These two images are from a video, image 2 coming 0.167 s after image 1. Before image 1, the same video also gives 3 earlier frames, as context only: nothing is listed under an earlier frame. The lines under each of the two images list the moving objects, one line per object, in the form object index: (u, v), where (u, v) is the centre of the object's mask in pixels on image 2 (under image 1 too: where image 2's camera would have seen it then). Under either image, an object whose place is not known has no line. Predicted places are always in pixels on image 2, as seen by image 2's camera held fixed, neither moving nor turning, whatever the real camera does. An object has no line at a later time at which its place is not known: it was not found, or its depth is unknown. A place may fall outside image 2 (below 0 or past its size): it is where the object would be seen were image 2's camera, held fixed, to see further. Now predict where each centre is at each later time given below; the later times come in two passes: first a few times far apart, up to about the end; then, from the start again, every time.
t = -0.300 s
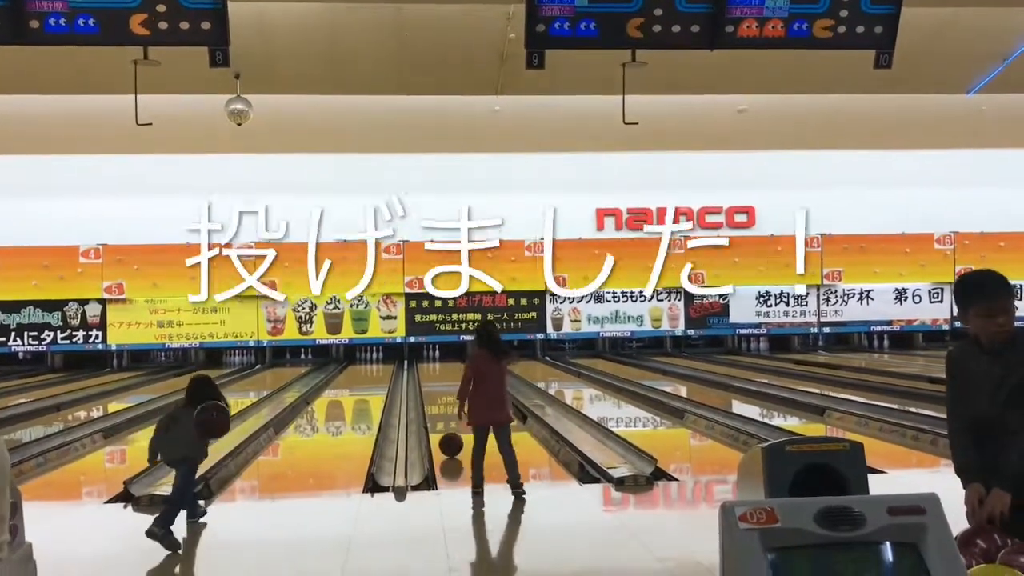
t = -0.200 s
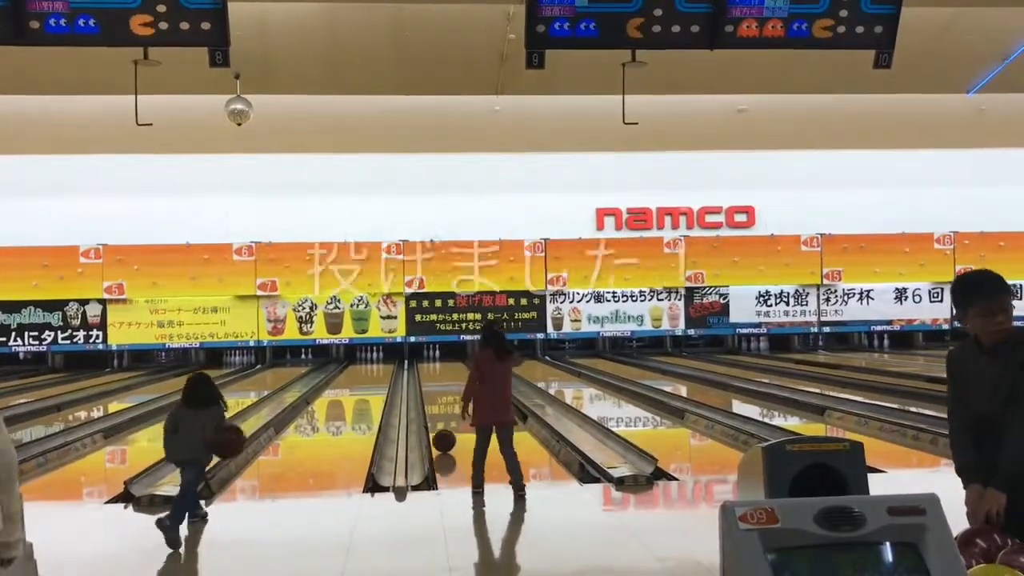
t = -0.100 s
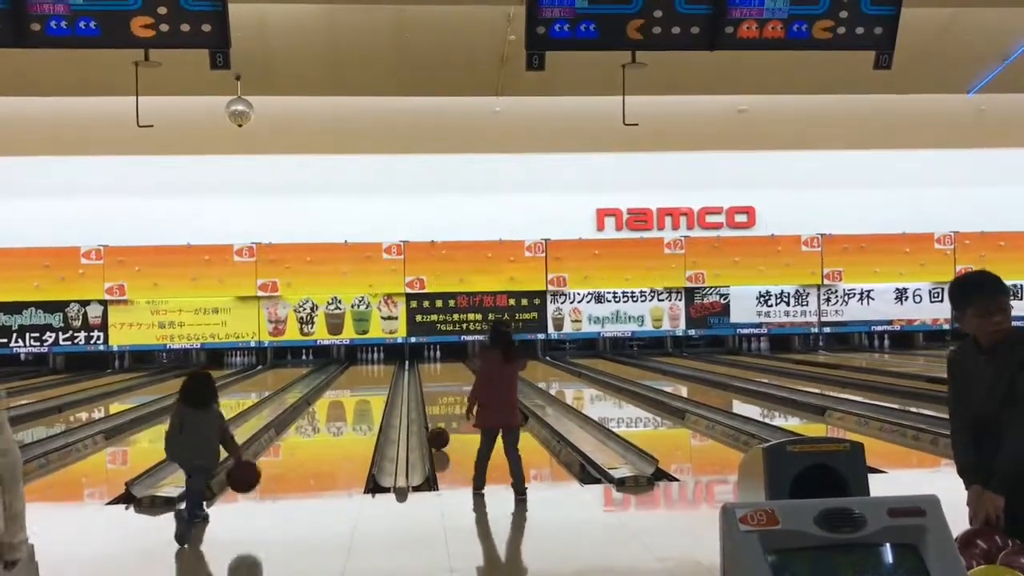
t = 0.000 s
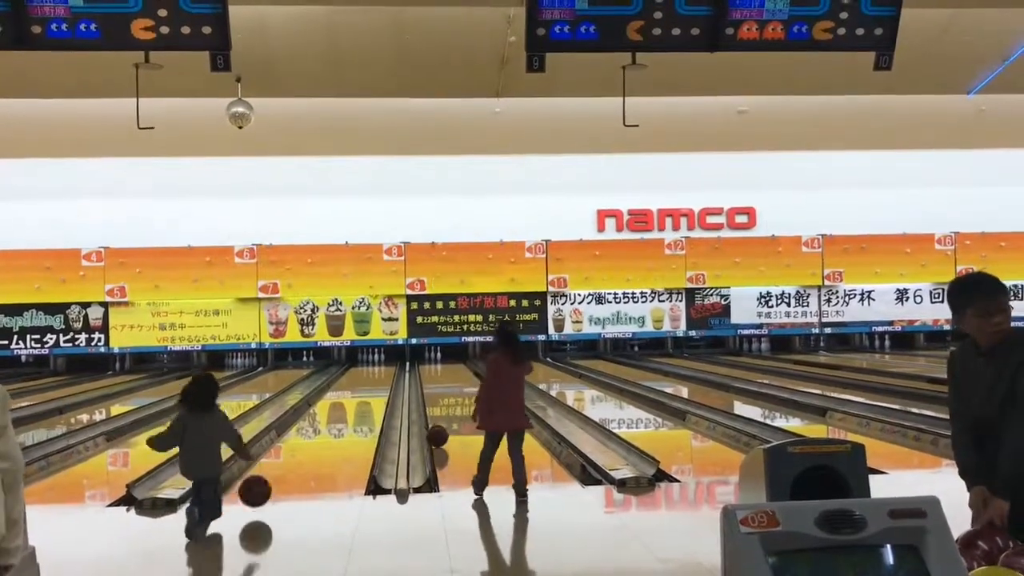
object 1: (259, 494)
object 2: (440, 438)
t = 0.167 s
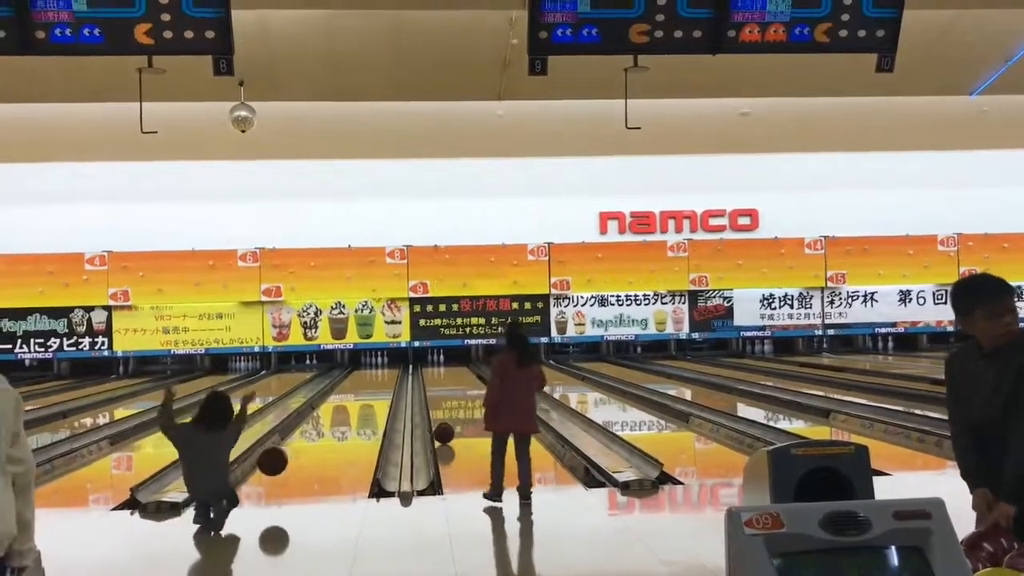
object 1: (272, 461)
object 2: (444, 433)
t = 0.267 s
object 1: (280, 461)
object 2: (445, 430)
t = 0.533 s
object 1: (297, 455)
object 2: (450, 423)
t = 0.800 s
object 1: (310, 446)
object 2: (455, 417)
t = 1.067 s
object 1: (321, 434)
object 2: (458, 413)
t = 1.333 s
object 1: (330, 425)
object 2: (462, 407)
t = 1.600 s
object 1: (338, 417)
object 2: (465, 404)
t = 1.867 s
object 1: (344, 410)
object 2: (468, 400)
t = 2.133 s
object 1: (350, 404)
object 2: (470, 396)
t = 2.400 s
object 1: (355, 399)
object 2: (473, 393)
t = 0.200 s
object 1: (275, 460)
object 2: (444, 432)
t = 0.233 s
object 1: (278, 460)
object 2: (445, 431)
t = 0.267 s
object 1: (280, 461)
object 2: (445, 430)
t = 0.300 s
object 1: (282, 464)
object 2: (446, 429)
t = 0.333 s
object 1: (285, 469)
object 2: (447, 428)
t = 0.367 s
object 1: (287, 469)
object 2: (447, 427)
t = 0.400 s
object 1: (289, 464)
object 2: (448, 427)
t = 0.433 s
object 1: (291, 459)
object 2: (448, 426)
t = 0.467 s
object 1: (293, 456)
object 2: (449, 425)
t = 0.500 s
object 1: (295, 455)
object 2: (450, 424)
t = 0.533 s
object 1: (297, 455)
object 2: (450, 423)
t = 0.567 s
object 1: (299, 456)
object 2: (451, 422)
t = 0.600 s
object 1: (300, 455)
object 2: (451, 422)
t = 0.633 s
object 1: (302, 452)
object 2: (452, 421)
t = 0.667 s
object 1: (304, 451)
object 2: (453, 420)
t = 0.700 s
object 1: (306, 450)
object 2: (454, 419)
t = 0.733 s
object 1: (307, 448)
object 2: (454, 419)
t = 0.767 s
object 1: (309, 447)
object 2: (454, 418)
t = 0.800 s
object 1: (310, 446)
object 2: (455, 417)
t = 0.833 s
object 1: (312, 444)
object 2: (455, 417)
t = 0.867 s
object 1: (313, 443)
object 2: (456, 416)
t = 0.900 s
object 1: (314, 441)
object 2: (456, 415)
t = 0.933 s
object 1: (316, 440)
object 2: (456, 415)
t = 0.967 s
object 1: (317, 438)
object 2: (458, 414)
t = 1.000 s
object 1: (319, 437)
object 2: (458, 414)
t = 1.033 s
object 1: (320, 435)
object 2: (458, 413)
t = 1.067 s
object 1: (321, 434)
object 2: (458, 413)
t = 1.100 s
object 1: (322, 433)
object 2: (459, 412)
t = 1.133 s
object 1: (323, 431)
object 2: (460, 411)
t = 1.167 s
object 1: (324, 430)
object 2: (460, 411)
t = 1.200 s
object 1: (326, 429)
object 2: (460, 410)
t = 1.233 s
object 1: (327, 428)
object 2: (461, 410)
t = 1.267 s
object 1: (328, 427)
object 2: (461, 409)
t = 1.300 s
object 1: (329, 426)
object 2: (462, 408)
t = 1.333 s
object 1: (330, 425)
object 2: (462, 407)
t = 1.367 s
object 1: (331, 423)
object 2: (462, 407)
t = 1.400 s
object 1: (332, 422)
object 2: (463, 407)
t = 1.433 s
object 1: (333, 422)
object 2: (463, 406)
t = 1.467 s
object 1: (334, 421)
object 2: (463, 406)
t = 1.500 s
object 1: (335, 419)
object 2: (464, 405)
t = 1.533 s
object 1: (336, 419)
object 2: (464, 405)
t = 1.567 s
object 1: (336, 418)
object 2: (465, 404)
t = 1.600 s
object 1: (338, 417)
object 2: (465, 404)
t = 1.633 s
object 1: (339, 415)
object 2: (466, 403)
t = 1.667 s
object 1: (340, 415)
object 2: (466, 402)
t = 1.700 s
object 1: (340, 414)
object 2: (466, 402)
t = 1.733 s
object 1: (341, 413)
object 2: (467, 401)
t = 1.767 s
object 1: (343, 411)
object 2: (467, 401)
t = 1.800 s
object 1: (343, 411)
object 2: (467, 401)
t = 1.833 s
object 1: (344, 411)
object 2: (468, 400)
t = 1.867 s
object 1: (344, 410)
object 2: (468, 400)
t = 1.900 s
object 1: (345, 409)
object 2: (468, 400)
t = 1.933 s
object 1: (346, 408)
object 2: (468, 399)
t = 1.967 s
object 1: (347, 408)
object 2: (469, 399)
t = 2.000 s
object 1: (348, 407)
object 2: (469, 398)
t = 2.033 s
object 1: (348, 406)
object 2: (469, 398)
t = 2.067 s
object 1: (349, 406)
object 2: (470, 397)
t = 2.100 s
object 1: (349, 404)
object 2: (470, 397)
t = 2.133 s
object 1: (350, 404)
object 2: (470, 396)
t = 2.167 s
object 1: (351, 403)
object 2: (471, 395)
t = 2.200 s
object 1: (352, 403)
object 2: (471, 395)
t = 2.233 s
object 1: (352, 402)
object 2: (471, 395)
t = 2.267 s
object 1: (353, 401)
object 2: (471, 395)
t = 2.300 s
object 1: (354, 400)
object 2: (471, 394)
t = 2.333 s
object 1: (354, 400)
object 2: (472, 394)
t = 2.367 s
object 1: (355, 399)
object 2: (472, 394)
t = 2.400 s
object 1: (355, 399)
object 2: (473, 393)
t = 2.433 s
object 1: (356, 398)
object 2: (473, 393)
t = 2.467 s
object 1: (357, 398)
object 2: (473, 393)
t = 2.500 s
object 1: (357, 398)
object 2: (473, 393)
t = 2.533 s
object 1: (358, 397)
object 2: (474, 392)
